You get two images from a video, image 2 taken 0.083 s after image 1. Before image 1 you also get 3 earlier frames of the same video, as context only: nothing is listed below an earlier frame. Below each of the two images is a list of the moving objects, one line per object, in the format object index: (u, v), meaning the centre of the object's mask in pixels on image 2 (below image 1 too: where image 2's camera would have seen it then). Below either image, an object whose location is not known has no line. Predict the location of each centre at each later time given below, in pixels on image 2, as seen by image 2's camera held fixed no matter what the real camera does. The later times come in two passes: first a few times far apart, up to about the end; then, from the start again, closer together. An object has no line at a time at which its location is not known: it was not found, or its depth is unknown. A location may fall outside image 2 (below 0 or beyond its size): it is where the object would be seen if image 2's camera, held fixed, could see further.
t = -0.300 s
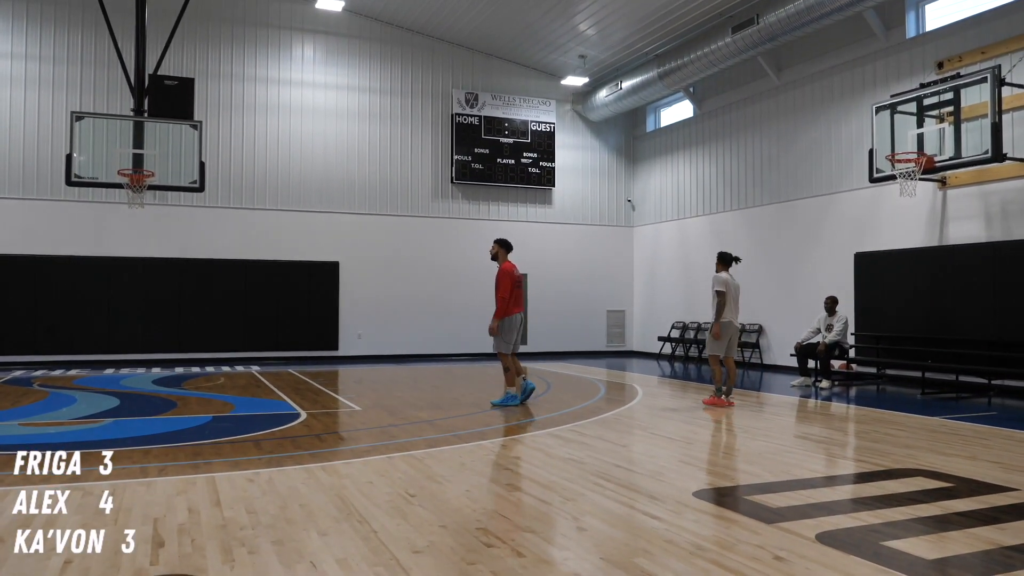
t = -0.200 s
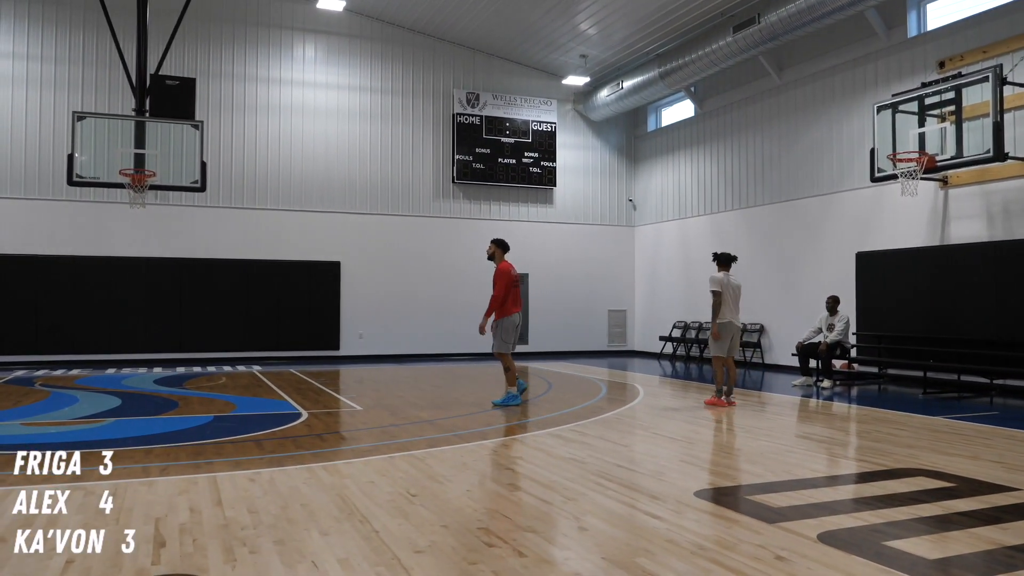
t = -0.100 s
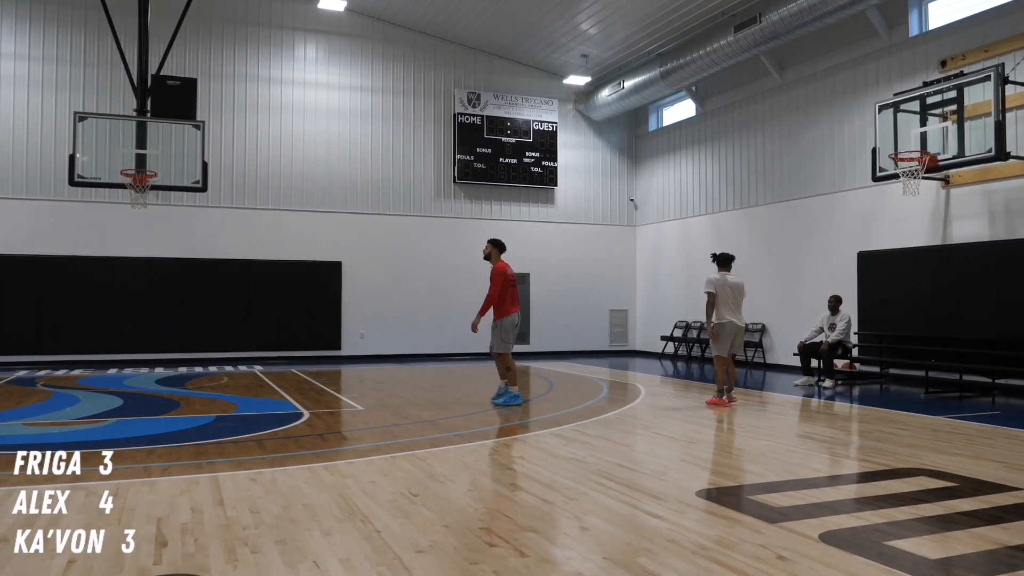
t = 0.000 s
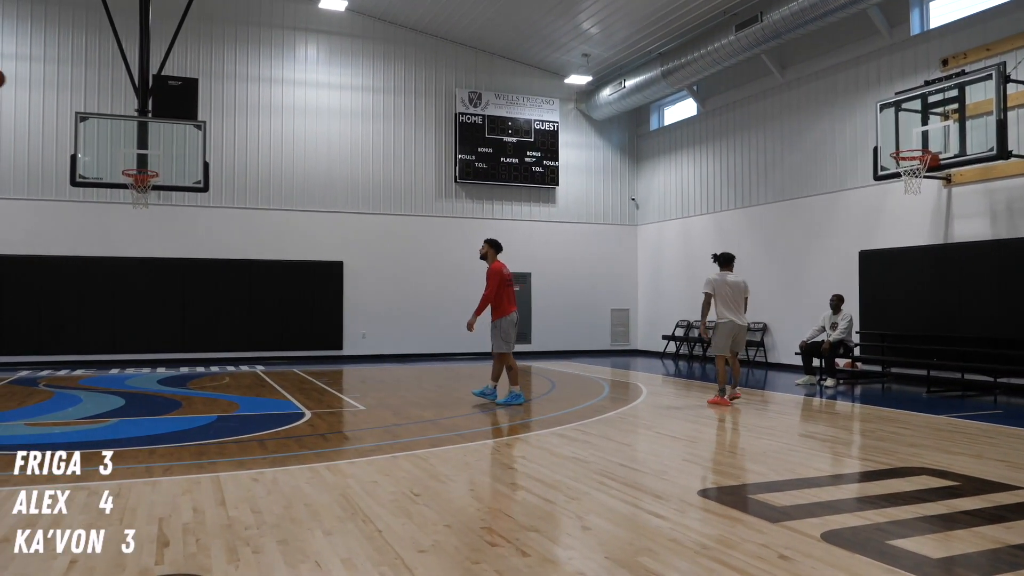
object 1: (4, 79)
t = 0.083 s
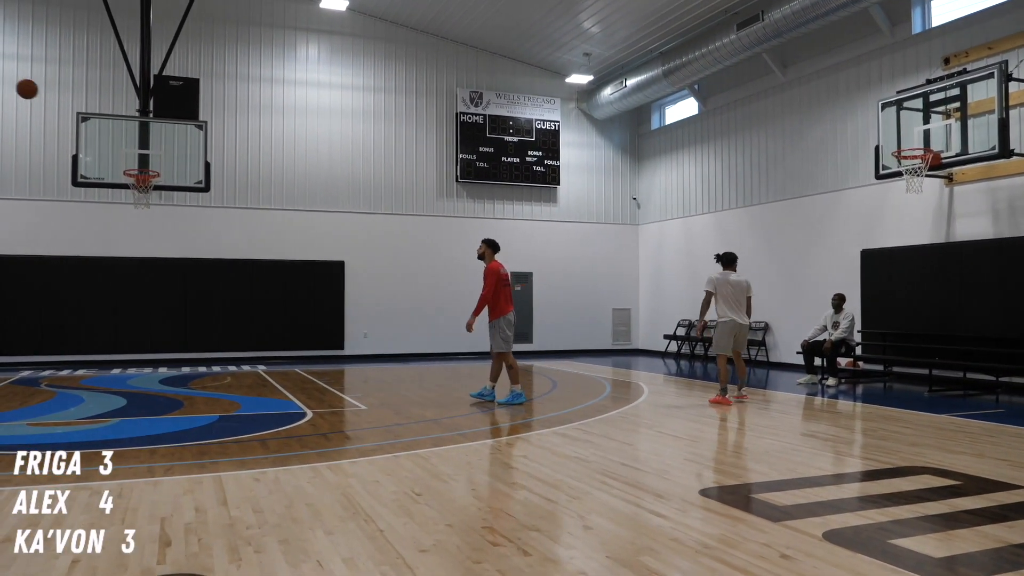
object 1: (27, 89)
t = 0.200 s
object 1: (71, 113)
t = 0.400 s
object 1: (148, 181)
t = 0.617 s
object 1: (234, 291)
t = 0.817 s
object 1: (303, 370)
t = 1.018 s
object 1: (331, 288)
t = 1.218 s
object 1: (356, 236)
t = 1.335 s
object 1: (368, 221)
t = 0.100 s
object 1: (33, 92)
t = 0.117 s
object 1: (39, 95)
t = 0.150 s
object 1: (52, 101)
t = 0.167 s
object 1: (58, 105)
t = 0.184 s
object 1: (64, 109)
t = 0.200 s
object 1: (71, 113)
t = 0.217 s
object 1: (78, 117)
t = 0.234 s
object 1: (83, 122)
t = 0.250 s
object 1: (90, 127)
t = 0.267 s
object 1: (96, 131)
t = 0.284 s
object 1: (102, 137)
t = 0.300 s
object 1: (109, 142)
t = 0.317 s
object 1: (115, 148)
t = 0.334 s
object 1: (121, 154)
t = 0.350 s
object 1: (128, 159)
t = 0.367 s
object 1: (134, 167)
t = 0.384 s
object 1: (141, 173)
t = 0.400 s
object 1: (148, 181)
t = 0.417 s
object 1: (154, 186)
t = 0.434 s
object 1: (160, 194)
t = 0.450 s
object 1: (167, 202)
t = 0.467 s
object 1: (173, 210)
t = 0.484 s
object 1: (180, 218)
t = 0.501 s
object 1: (186, 226)
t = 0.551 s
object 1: (207, 252)
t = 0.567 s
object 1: (214, 263)
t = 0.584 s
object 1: (220, 272)
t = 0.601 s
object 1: (227, 281)
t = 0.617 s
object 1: (234, 291)
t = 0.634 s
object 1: (240, 301)
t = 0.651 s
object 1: (248, 312)
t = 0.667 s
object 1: (255, 323)
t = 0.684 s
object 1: (261, 334)
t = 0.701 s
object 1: (268, 344)
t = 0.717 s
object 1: (275, 356)
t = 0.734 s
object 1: (282, 368)
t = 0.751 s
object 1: (288, 380)
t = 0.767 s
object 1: (294, 392)
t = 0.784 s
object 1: (298, 387)
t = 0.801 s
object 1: (300, 380)
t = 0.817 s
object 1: (303, 370)
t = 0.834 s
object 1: (306, 362)
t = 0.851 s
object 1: (308, 355)
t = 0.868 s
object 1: (311, 347)
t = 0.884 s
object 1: (313, 340)
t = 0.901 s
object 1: (314, 333)
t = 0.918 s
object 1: (316, 325)
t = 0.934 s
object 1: (319, 319)
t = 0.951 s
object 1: (321, 312)
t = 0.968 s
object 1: (324, 305)
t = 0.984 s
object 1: (325, 299)
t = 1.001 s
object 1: (329, 294)
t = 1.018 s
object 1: (331, 288)
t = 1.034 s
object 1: (333, 282)
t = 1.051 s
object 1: (335, 277)
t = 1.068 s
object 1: (336, 272)
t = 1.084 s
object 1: (338, 267)
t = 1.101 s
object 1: (340, 262)
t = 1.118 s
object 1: (342, 258)
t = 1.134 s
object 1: (346, 254)
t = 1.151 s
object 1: (349, 250)
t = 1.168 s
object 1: (350, 247)
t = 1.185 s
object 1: (352, 243)
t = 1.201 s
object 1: (356, 239)
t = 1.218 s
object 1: (356, 236)
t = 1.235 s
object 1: (359, 233)
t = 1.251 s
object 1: (359, 231)
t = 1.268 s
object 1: (361, 228)
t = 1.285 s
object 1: (363, 226)
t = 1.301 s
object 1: (364, 225)
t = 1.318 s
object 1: (366, 223)
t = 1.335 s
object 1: (368, 221)
